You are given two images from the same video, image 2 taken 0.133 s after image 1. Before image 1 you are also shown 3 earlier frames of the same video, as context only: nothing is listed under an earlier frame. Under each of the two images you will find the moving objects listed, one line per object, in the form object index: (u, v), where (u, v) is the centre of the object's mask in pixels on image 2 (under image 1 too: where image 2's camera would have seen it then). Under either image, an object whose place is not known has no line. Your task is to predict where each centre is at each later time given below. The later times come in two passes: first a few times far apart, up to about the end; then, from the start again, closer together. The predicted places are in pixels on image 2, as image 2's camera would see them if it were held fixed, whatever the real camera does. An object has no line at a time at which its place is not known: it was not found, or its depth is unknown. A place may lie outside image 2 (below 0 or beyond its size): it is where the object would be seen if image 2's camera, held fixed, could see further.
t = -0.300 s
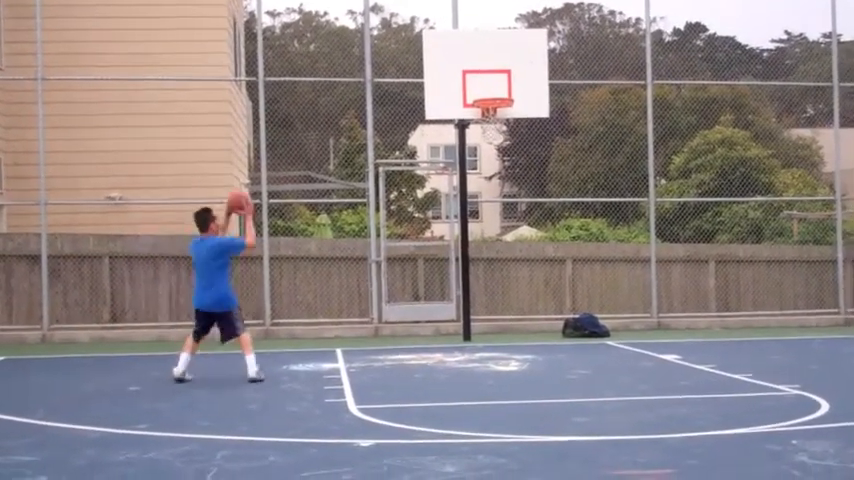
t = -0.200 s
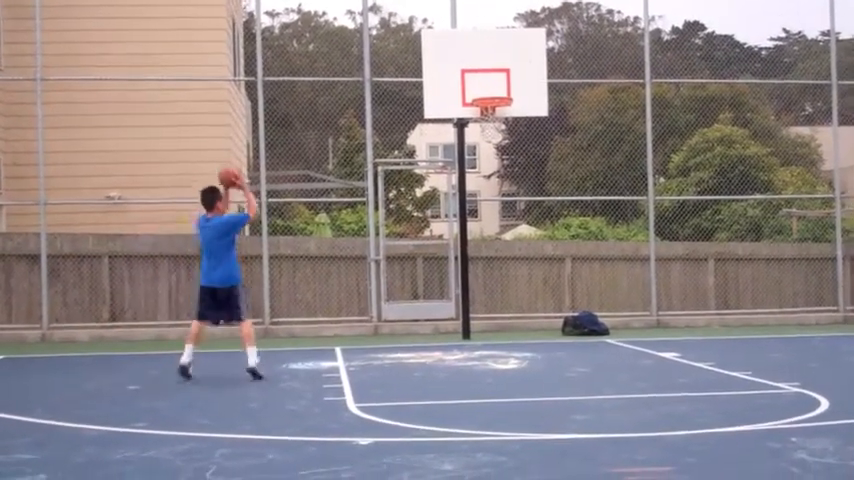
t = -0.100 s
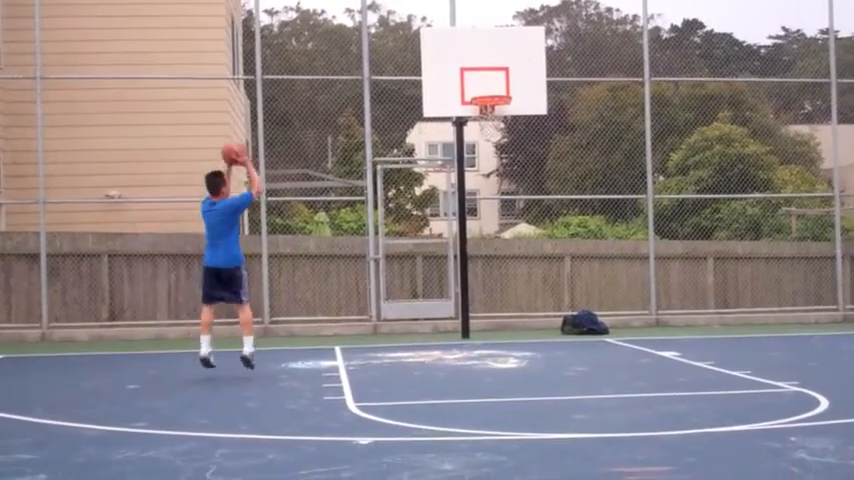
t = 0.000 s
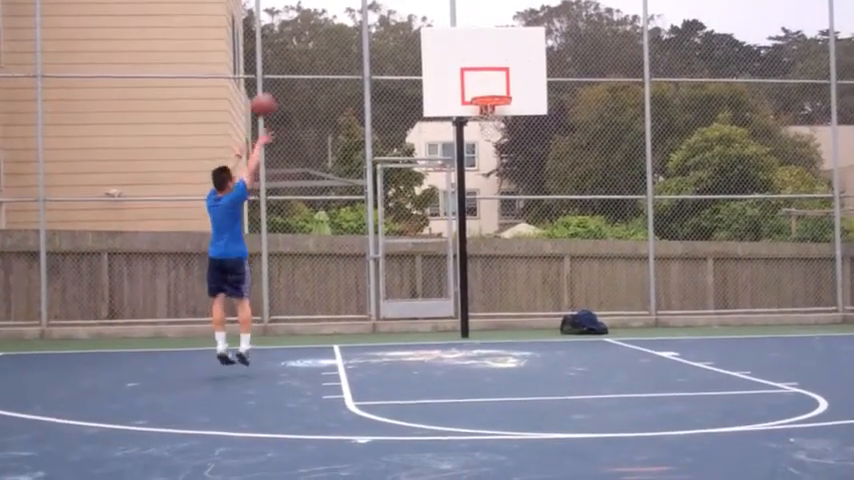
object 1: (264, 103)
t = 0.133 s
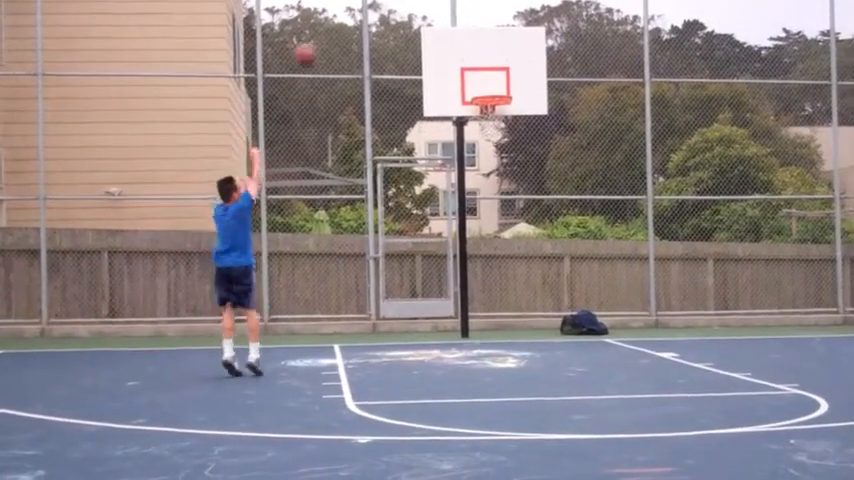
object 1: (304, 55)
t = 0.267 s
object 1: (345, 26)
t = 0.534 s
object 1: (417, 22)
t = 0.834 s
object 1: (488, 87)
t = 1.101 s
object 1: (478, 153)
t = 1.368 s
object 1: (461, 262)
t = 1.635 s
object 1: (438, 294)
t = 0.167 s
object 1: (315, 46)
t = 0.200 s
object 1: (326, 38)
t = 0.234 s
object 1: (335, 31)
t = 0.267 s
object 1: (345, 26)
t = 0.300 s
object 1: (355, 22)
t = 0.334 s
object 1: (363, 20)
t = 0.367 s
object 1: (373, 17)
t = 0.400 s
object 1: (382, 15)
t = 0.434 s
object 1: (391, 16)
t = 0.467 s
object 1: (400, 17)
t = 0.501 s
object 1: (409, 19)
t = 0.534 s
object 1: (417, 22)
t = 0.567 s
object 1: (425, 26)
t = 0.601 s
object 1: (433, 30)
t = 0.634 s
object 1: (442, 37)
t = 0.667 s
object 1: (450, 43)
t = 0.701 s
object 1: (458, 50)
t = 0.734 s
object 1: (466, 58)
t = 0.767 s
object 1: (473, 67)
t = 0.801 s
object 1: (481, 78)
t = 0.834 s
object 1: (488, 87)
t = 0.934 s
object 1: (493, 117)
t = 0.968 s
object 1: (489, 123)
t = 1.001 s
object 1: (486, 127)
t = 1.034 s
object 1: (483, 136)
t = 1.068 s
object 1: (481, 144)
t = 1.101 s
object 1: (478, 153)
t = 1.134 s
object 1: (476, 163)
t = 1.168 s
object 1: (475, 174)
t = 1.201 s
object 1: (472, 186)
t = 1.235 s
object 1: (469, 198)
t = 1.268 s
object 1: (469, 213)
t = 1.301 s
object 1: (466, 229)
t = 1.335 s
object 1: (463, 245)
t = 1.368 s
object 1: (461, 262)
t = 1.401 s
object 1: (459, 281)
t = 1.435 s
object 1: (458, 302)
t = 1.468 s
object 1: (454, 322)
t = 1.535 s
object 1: (448, 339)
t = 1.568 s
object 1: (446, 325)
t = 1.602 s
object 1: (443, 308)
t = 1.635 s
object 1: (438, 294)
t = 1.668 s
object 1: (435, 281)
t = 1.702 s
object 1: (432, 270)
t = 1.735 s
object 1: (430, 257)
